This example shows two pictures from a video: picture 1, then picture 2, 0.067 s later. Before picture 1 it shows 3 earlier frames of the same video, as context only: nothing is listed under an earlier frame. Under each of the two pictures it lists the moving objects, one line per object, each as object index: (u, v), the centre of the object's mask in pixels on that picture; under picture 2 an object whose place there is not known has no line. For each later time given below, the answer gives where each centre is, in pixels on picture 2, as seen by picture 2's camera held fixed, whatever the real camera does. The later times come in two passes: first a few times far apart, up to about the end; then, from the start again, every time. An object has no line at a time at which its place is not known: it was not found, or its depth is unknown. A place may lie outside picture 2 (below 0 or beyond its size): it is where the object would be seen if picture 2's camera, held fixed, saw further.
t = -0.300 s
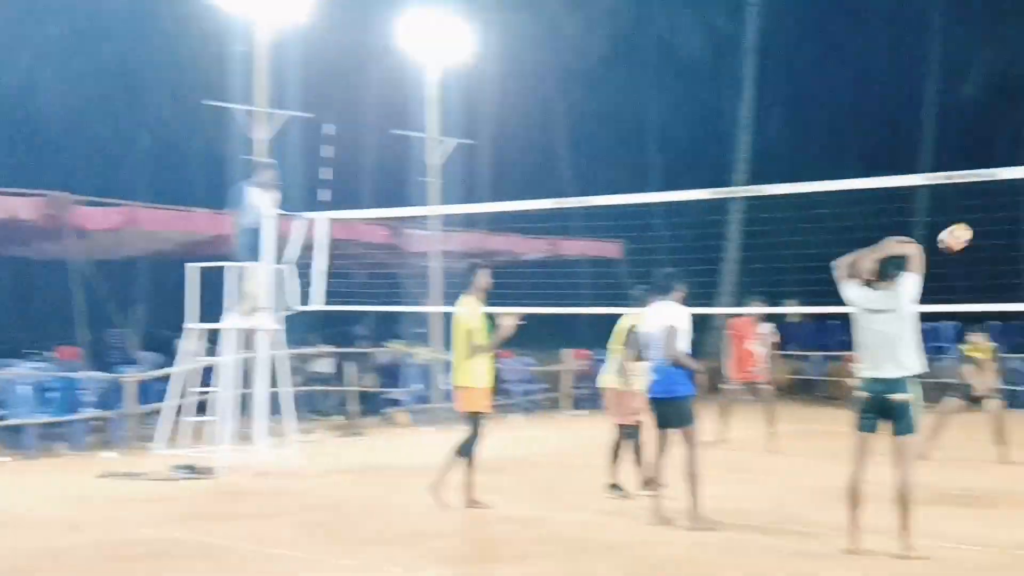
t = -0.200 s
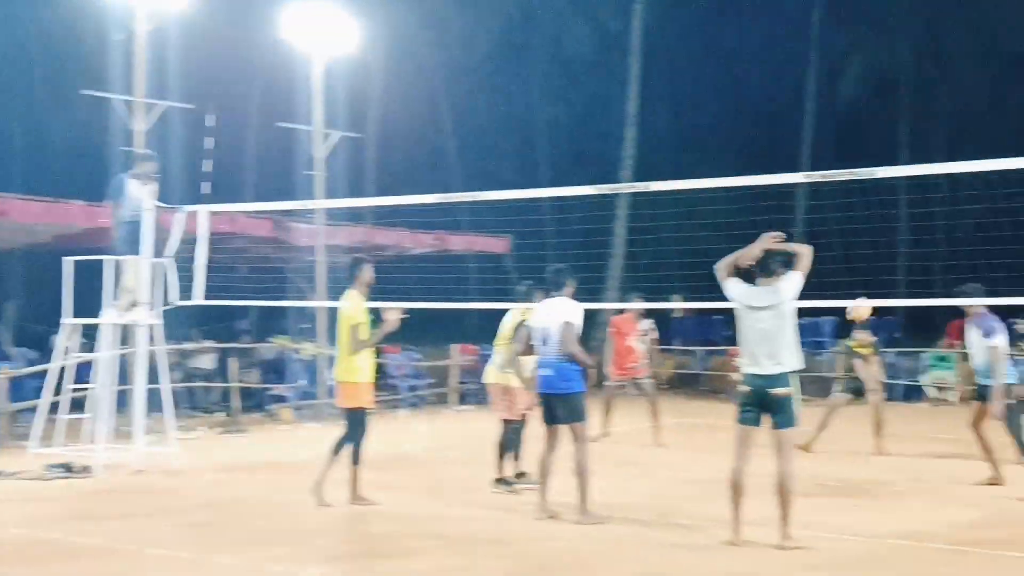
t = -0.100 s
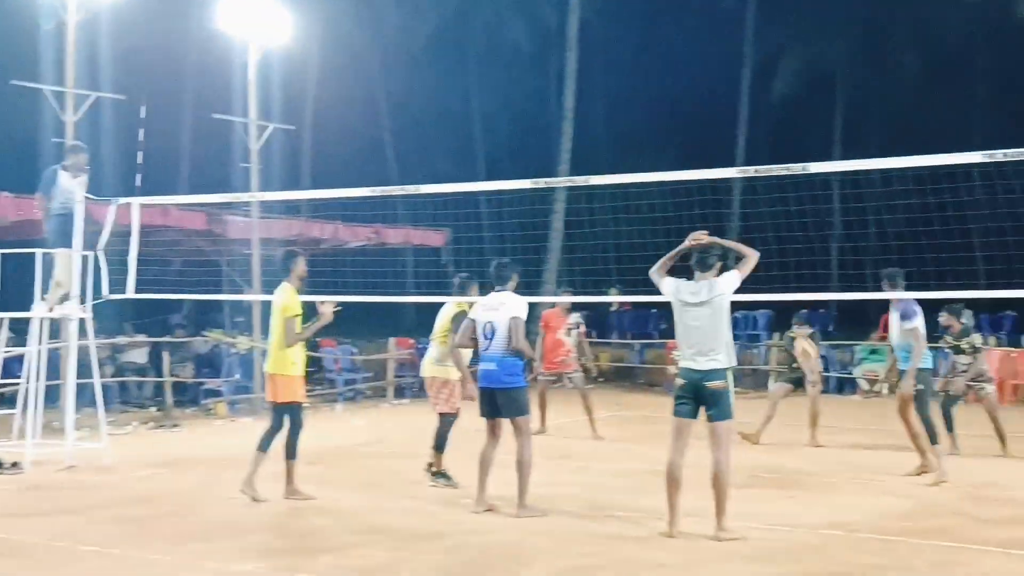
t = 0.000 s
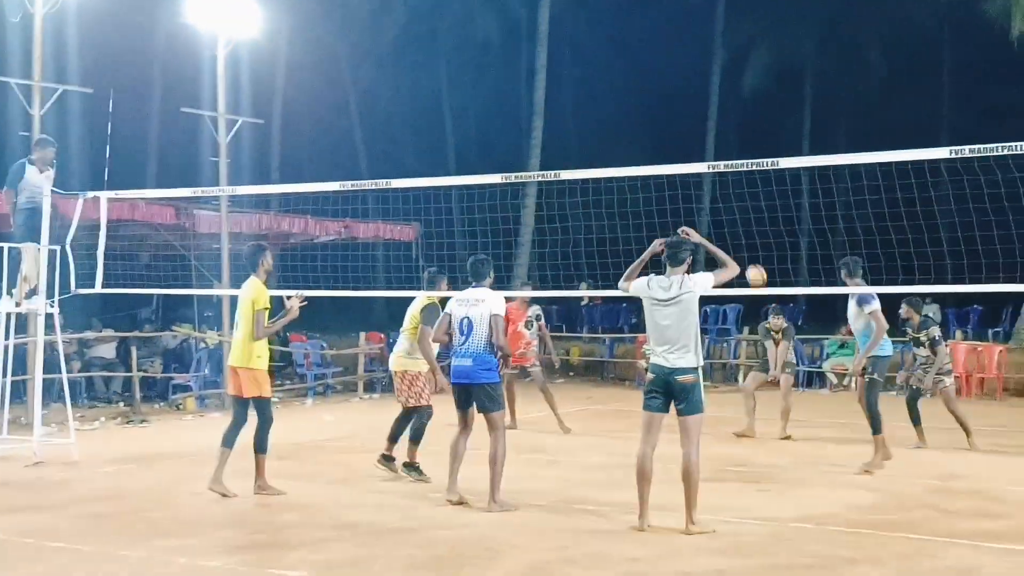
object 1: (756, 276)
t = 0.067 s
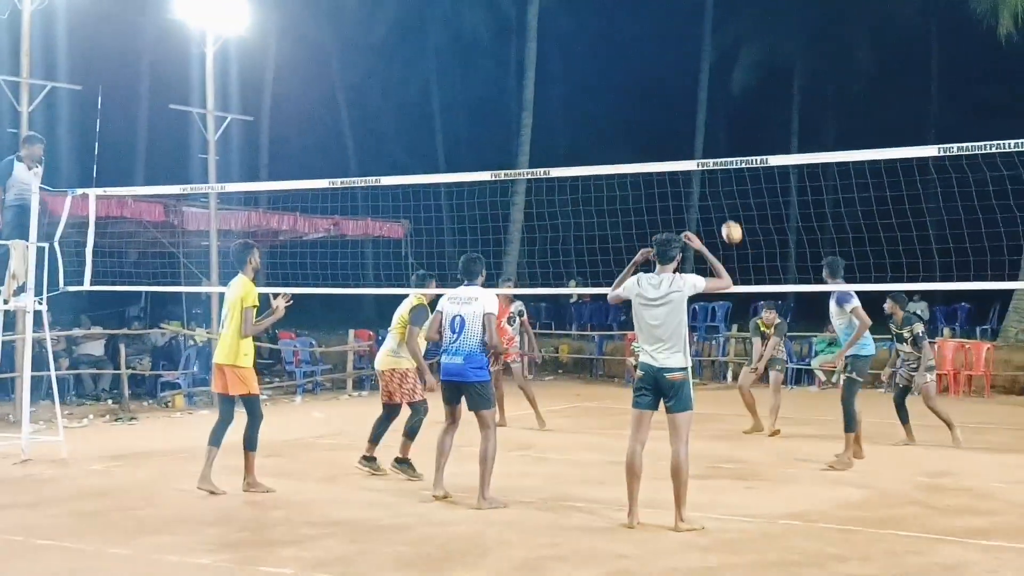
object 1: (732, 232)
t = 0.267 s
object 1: (691, 131)
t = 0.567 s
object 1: (625, 42)
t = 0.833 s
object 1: (559, 36)
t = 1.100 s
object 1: (488, 99)
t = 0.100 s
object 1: (725, 214)
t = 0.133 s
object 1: (719, 196)
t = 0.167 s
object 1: (712, 179)
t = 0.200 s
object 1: (706, 158)
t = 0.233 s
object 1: (698, 146)
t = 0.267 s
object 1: (691, 131)
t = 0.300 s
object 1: (684, 117)
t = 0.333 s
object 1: (677, 104)
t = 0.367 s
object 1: (670, 92)
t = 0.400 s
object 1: (663, 82)
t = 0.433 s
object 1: (655, 72)
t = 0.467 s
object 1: (647, 63)
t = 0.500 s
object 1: (640, 55)
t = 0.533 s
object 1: (632, 48)
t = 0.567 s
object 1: (625, 42)
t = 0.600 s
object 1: (617, 37)
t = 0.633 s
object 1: (609, 33)
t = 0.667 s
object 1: (601, 33)
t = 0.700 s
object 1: (593, 32)
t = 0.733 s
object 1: (584, 32)
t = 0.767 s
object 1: (576, 33)
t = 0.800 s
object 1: (568, 35)
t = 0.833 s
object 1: (559, 36)
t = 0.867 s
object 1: (551, 38)
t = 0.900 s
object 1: (542, 43)
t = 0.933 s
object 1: (533, 49)
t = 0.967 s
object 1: (524, 57)
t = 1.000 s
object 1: (516, 66)
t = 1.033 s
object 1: (506, 76)
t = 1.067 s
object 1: (497, 87)
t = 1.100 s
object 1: (488, 99)
